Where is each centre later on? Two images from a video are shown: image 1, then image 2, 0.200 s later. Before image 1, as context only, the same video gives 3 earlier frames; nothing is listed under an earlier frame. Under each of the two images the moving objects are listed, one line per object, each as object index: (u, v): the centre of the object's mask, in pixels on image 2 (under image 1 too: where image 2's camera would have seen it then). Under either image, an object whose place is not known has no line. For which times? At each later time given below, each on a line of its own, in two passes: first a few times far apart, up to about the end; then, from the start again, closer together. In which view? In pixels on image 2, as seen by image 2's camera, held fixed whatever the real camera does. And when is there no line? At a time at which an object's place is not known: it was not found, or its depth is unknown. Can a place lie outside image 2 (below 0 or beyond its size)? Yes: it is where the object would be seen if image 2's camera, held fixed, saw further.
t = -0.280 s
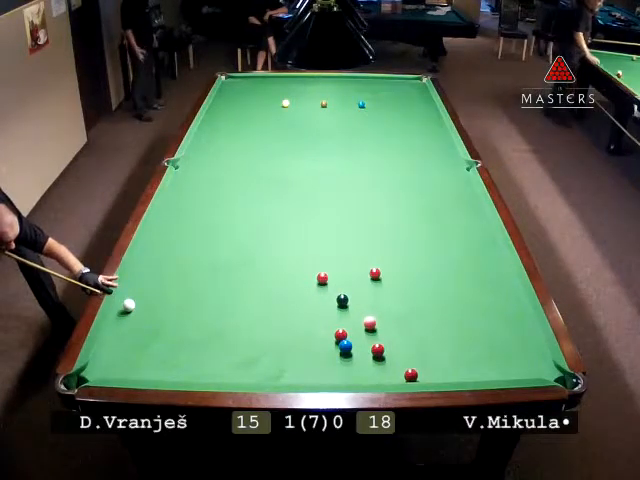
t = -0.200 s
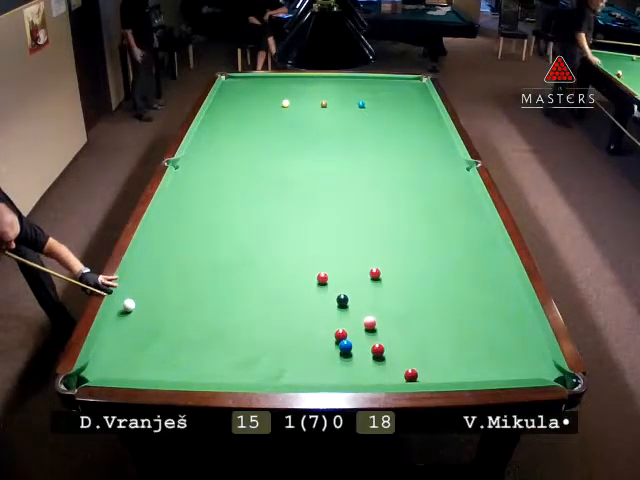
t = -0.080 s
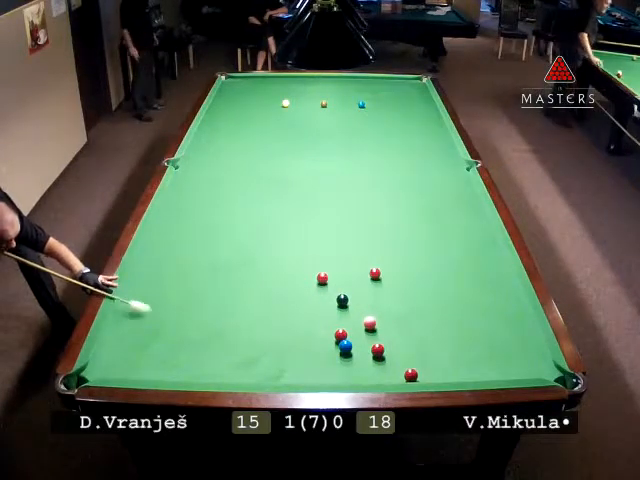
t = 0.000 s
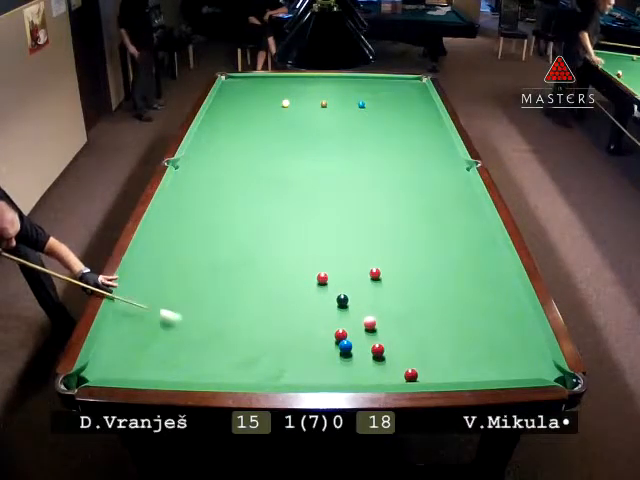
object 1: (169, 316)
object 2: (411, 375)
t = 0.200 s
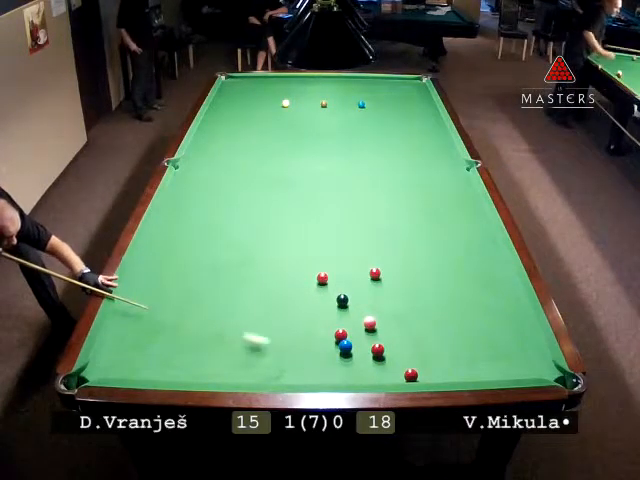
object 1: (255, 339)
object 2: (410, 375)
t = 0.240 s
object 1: (274, 344)
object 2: (410, 375)
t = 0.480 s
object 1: (392, 373)
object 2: (411, 375)
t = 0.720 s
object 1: (405, 359)
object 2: (487, 372)
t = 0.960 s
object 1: (422, 340)
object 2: (546, 367)
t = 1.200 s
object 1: (437, 323)
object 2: (542, 366)
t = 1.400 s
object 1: (447, 311)
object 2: (537, 351)
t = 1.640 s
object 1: (459, 298)
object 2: (531, 335)
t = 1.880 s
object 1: (470, 287)
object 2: (526, 322)
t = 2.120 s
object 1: (478, 277)
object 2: (521, 308)
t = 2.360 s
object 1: (487, 268)
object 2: (517, 298)
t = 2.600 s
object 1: (494, 260)
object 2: (513, 289)
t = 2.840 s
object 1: (498, 254)
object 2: (510, 281)
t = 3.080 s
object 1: (495, 249)
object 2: (507, 274)
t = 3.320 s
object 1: (489, 245)
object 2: (504, 268)
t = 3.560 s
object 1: (485, 242)
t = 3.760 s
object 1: (482, 240)
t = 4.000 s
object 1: (479, 239)
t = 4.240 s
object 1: (477, 238)
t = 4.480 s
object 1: (476, 237)
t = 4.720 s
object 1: (476, 237)
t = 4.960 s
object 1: (476, 237)
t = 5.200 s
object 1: (476, 237)
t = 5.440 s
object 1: (475, 237)
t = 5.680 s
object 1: (475, 237)
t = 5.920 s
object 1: (476, 237)
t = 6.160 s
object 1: (476, 237)
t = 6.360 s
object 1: (476, 237)
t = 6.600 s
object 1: (476, 237)
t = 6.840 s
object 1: (476, 237)
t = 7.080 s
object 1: (476, 237)
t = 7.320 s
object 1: (476, 237)
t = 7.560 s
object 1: (476, 237)
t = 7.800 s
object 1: (476, 237)
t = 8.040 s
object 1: (476, 237)
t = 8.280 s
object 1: (476, 237)
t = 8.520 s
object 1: (476, 237)
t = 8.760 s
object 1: (476, 237)
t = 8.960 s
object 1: (476, 237)
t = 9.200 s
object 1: (476, 237)
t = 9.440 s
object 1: (476, 237)
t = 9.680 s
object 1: (476, 237)
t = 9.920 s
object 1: (476, 237)
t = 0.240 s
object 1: (274, 344)
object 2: (410, 375)
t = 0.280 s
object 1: (293, 349)
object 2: (410, 375)
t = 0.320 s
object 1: (311, 354)
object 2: (410, 375)
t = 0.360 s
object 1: (331, 359)
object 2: (410, 375)
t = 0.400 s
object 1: (352, 364)
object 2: (410, 375)
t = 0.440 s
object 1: (372, 369)
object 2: (411, 375)
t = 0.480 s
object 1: (392, 373)
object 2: (411, 375)
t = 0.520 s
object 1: (396, 376)
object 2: (423, 375)
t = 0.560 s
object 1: (396, 374)
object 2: (440, 374)
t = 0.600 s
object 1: (397, 369)
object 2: (452, 374)
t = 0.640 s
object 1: (399, 366)
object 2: (463, 373)
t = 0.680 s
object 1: (402, 362)
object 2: (475, 373)
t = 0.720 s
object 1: (405, 359)
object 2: (487, 372)
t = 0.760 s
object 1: (408, 355)
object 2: (497, 372)
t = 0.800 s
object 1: (411, 352)
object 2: (506, 371)
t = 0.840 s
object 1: (414, 349)
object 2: (518, 371)
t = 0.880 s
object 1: (417, 346)
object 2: (528, 370)
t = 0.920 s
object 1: (419, 343)
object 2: (537, 369)
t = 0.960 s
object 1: (422, 340)
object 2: (546, 367)
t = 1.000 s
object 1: (425, 337)
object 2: (550, 369)
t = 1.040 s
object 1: (427, 334)
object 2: (548, 373)
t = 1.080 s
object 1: (430, 332)
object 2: (546, 373)
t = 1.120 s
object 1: (432, 329)
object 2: (544, 371)
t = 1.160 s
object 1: (434, 326)
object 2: (543, 370)
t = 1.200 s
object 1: (437, 323)
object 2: (542, 366)
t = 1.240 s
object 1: (439, 322)
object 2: (541, 363)
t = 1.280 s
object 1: (441, 319)
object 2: (540, 360)
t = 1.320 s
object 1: (443, 316)
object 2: (539, 357)
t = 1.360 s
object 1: (446, 314)
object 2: (538, 354)
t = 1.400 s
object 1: (447, 311)
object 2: (537, 351)
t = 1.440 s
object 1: (449, 309)
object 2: (536, 348)
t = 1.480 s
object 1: (451, 307)
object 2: (535, 345)
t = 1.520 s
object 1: (453, 305)
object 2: (534, 342)
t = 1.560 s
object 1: (455, 303)
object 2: (533, 340)
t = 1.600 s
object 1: (457, 300)
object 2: (532, 337)
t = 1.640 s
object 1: (459, 298)
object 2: (531, 335)
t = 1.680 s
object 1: (460, 296)
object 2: (530, 332)
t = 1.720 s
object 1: (463, 295)
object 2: (529, 330)
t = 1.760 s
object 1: (464, 293)
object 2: (528, 327)
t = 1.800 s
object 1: (466, 291)
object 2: (528, 325)
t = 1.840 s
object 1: (468, 289)
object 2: (527, 323)
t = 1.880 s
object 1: (470, 287)
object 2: (526, 322)
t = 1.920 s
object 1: (471, 285)
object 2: (525, 319)
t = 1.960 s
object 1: (472, 283)
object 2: (524, 316)
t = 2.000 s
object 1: (474, 282)
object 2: (523, 315)
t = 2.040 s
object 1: (475, 280)
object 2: (523, 313)
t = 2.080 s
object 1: (476, 278)
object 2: (522, 311)
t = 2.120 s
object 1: (478, 277)
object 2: (521, 308)
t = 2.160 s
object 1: (480, 275)
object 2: (520, 307)
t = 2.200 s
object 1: (481, 274)
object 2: (520, 305)
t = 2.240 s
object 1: (482, 272)
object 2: (519, 303)
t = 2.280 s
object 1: (484, 271)
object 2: (518, 301)
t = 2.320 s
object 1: (485, 269)
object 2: (517, 300)
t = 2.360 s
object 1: (487, 268)
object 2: (517, 298)
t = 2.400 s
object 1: (488, 267)
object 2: (516, 297)
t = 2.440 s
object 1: (489, 265)
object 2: (515, 295)
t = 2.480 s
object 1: (490, 264)
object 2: (515, 293)
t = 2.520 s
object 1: (491, 263)
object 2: (515, 292)
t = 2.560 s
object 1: (492, 262)
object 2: (514, 291)
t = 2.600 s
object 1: (494, 260)
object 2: (513, 289)
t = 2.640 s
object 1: (494, 259)
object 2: (513, 288)
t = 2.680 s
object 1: (495, 258)
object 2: (512, 286)
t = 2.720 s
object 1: (496, 257)
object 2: (512, 285)
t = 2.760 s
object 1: (497, 256)
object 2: (511, 283)
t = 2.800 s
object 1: (498, 255)
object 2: (510, 282)
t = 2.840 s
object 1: (498, 254)
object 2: (510, 281)
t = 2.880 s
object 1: (500, 253)
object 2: (509, 279)
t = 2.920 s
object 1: (499, 252)
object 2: (509, 279)
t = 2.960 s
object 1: (498, 251)
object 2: (508, 278)
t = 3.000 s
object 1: (497, 250)
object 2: (508, 276)
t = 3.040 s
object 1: (496, 250)
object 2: (507, 275)
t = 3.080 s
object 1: (495, 249)
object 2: (507, 274)
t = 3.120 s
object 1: (494, 248)
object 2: (506, 273)
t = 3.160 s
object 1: (492, 248)
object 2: (506, 272)
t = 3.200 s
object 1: (492, 247)
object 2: (505, 271)
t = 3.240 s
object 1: (491, 247)
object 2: (505, 270)
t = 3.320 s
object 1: (489, 245)
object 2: (504, 268)
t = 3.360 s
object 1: (489, 245)
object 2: (504, 267)
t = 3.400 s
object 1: (488, 244)
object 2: (504, 266)
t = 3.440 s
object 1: (488, 244)
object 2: (503, 265)
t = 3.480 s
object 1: (486, 244)
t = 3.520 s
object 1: (486, 243)
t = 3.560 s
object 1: (485, 242)
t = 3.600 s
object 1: (484, 242)
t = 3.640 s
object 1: (483, 242)
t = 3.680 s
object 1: (483, 241)
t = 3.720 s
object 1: (482, 241)
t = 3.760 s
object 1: (482, 240)
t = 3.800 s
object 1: (481, 240)
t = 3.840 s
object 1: (481, 240)
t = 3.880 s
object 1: (480, 240)
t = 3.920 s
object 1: (480, 239)
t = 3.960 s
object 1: (479, 239)
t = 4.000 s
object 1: (479, 239)
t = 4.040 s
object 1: (479, 239)
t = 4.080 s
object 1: (478, 238)
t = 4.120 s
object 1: (478, 238)
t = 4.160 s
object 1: (478, 238)
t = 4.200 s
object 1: (477, 238)
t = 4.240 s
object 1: (477, 238)
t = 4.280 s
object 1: (477, 238)
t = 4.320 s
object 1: (477, 238)
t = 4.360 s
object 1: (476, 238)
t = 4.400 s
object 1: (476, 238)
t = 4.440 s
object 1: (476, 237)
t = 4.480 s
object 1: (476, 237)
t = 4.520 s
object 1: (476, 237)
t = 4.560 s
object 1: (476, 237)
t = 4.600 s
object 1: (476, 237)
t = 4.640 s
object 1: (476, 237)
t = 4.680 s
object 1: (476, 237)
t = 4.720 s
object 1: (476, 237)
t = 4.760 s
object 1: (476, 237)
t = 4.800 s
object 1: (476, 237)
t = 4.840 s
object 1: (476, 237)
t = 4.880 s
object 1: (476, 237)
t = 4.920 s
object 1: (476, 237)
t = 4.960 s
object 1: (476, 237)
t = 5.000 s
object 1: (476, 237)
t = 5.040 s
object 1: (476, 237)
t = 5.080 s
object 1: (476, 237)
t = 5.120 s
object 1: (476, 237)
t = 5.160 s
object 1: (476, 237)
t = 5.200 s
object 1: (476, 237)
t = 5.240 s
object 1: (475, 237)
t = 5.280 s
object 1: (475, 237)
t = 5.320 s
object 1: (475, 237)
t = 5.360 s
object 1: (475, 237)
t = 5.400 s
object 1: (475, 237)
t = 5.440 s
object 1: (475, 237)
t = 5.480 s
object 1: (475, 237)
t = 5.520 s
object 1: (475, 237)
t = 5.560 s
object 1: (475, 237)
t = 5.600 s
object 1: (475, 237)
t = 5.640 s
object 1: (475, 237)
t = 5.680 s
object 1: (475, 237)
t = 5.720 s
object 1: (475, 237)
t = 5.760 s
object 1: (475, 237)
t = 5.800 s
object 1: (475, 237)
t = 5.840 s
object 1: (475, 237)
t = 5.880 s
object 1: (476, 237)
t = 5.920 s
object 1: (476, 237)
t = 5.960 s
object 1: (476, 237)
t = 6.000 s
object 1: (476, 237)
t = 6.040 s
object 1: (476, 237)
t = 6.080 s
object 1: (476, 237)
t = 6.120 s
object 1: (476, 237)
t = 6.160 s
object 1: (476, 237)
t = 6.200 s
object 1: (476, 237)
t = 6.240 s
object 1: (476, 237)
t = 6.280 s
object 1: (476, 237)
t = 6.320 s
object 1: (476, 237)
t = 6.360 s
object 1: (476, 237)
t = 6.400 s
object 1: (476, 237)
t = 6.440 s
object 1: (476, 237)
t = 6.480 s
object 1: (476, 237)
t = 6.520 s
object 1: (476, 237)
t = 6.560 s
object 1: (476, 237)
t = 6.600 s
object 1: (476, 237)
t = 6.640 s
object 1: (476, 237)
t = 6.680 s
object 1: (476, 237)
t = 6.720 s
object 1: (476, 237)
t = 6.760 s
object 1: (476, 237)
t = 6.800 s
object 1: (476, 237)
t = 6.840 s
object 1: (476, 237)
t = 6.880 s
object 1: (476, 237)
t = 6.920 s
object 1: (476, 237)
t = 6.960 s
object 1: (476, 237)
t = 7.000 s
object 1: (476, 237)
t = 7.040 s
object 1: (476, 237)
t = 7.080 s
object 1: (476, 237)
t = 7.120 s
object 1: (476, 237)
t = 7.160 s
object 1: (476, 237)
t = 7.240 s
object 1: (476, 237)
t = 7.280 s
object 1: (476, 237)
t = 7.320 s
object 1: (476, 237)
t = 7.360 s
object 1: (476, 237)
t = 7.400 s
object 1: (476, 237)
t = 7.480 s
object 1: (476, 237)
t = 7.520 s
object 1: (476, 237)
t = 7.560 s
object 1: (476, 237)
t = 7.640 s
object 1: (476, 237)
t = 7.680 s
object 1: (476, 237)
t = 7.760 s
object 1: (475, 237)
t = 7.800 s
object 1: (476, 237)
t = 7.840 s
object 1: (476, 237)
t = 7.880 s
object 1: (476, 237)
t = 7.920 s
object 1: (476, 237)
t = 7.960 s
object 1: (476, 237)
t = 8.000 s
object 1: (476, 237)
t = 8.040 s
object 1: (476, 237)
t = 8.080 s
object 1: (476, 237)
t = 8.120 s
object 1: (476, 237)
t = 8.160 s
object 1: (476, 237)
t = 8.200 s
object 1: (476, 237)
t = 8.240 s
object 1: (476, 237)
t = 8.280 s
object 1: (476, 237)
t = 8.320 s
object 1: (476, 237)
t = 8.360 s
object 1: (476, 237)
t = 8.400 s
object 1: (476, 237)
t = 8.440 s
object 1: (475, 237)
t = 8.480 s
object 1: (476, 237)
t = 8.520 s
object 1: (476, 237)
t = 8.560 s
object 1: (476, 237)
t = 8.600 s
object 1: (476, 237)
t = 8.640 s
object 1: (476, 237)
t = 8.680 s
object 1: (476, 237)
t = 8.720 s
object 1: (476, 237)
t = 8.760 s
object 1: (476, 237)
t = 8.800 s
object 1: (476, 237)
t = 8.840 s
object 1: (476, 237)
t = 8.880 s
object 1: (476, 237)
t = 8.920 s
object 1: (476, 237)
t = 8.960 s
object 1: (476, 237)
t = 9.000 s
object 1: (476, 237)
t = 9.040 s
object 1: (476, 237)
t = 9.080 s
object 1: (476, 237)
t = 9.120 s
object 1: (476, 237)
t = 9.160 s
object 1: (476, 237)
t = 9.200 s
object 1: (476, 237)
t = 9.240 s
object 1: (476, 237)
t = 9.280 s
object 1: (476, 237)
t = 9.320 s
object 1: (476, 237)
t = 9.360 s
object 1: (476, 237)
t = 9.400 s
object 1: (476, 237)
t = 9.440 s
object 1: (476, 237)
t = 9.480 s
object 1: (476, 237)
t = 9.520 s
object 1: (476, 237)
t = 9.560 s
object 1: (476, 237)
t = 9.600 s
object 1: (476, 237)
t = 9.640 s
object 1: (476, 237)
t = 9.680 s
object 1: (476, 237)
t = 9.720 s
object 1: (476, 237)
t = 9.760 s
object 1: (476, 237)
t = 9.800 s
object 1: (476, 237)
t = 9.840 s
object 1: (476, 237)
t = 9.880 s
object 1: (476, 237)
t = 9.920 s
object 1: (476, 237)
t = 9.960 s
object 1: (476, 237)
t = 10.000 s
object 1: (476, 237)
